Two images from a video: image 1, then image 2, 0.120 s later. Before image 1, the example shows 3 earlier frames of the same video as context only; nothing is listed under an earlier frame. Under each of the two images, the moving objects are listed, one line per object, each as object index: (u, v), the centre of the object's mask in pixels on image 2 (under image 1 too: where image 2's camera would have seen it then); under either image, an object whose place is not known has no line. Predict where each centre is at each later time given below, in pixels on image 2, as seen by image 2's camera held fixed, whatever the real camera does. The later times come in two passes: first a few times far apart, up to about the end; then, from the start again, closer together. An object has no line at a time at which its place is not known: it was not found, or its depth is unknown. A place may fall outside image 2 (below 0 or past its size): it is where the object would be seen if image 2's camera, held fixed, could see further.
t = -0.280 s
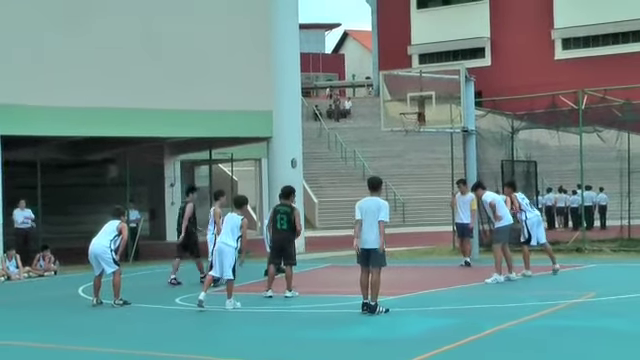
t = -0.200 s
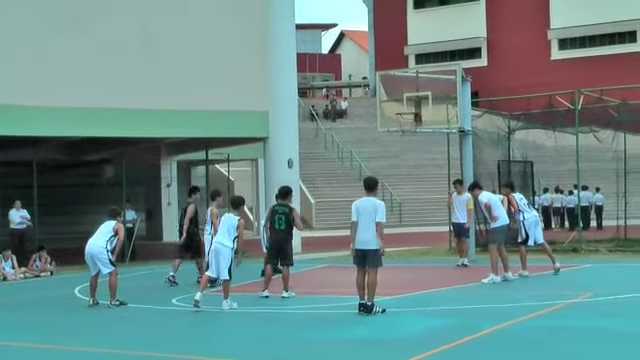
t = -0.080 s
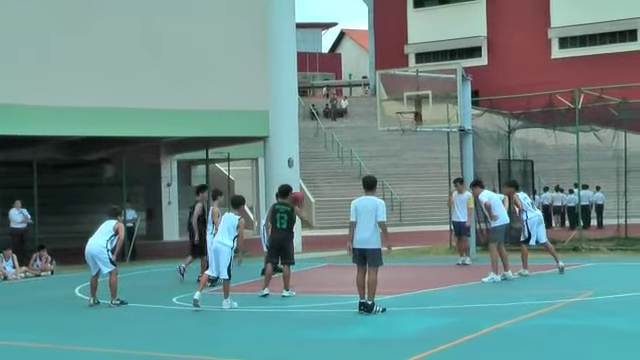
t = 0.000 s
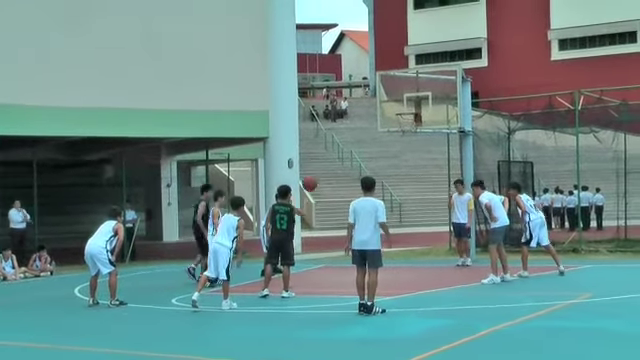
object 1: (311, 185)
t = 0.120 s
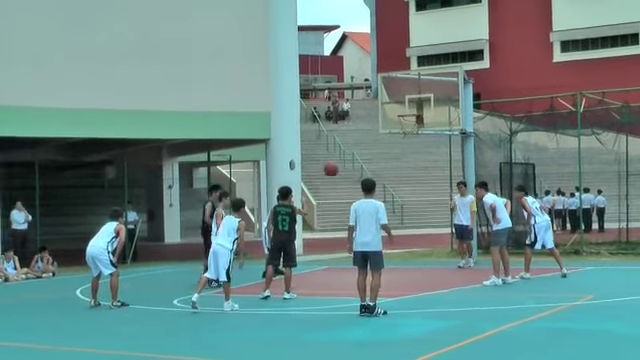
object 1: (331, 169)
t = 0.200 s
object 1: (343, 164)
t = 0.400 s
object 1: (373, 166)
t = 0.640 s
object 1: (407, 197)
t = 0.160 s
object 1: (337, 166)
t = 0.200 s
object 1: (343, 164)
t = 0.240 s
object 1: (349, 163)
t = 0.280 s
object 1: (355, 163)
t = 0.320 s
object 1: (361, 163)
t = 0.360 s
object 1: (367, 164)
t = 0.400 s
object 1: (373, 166)
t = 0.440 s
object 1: (379, 169)
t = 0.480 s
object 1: (385, 174)
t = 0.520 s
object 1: (391, 178)
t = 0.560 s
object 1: (396, 184)
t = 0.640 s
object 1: (407, 197)
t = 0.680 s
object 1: (412, 206)
